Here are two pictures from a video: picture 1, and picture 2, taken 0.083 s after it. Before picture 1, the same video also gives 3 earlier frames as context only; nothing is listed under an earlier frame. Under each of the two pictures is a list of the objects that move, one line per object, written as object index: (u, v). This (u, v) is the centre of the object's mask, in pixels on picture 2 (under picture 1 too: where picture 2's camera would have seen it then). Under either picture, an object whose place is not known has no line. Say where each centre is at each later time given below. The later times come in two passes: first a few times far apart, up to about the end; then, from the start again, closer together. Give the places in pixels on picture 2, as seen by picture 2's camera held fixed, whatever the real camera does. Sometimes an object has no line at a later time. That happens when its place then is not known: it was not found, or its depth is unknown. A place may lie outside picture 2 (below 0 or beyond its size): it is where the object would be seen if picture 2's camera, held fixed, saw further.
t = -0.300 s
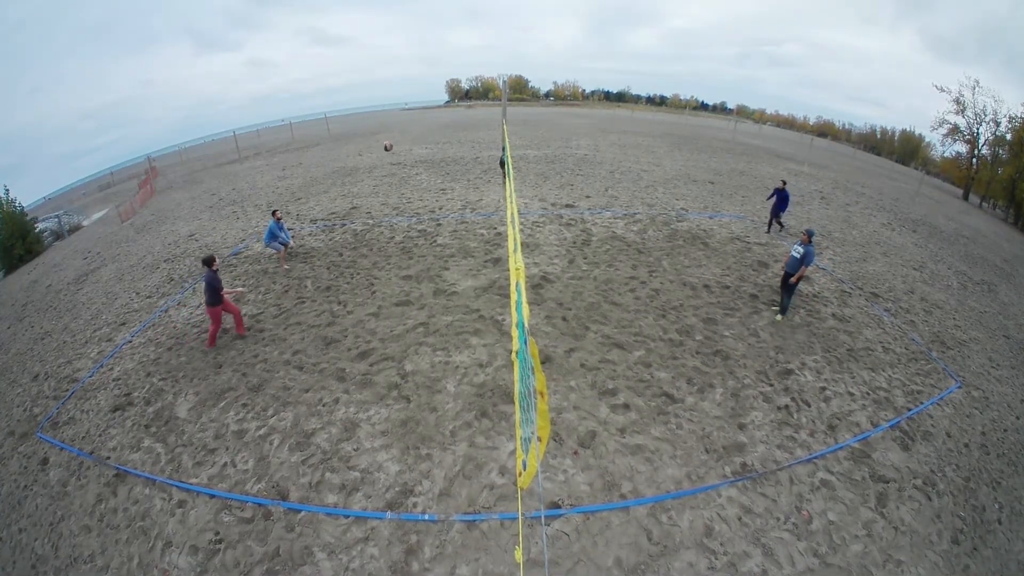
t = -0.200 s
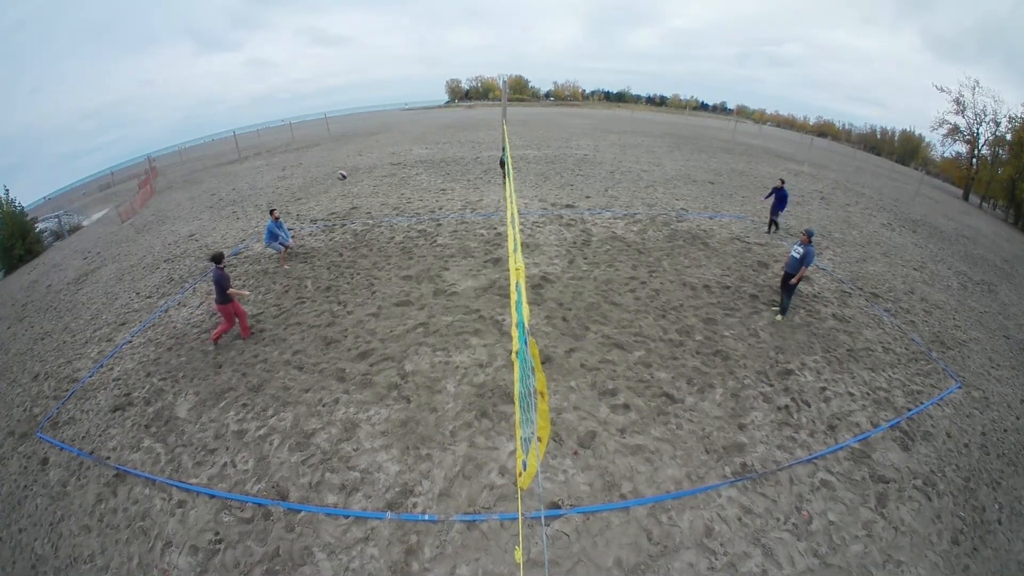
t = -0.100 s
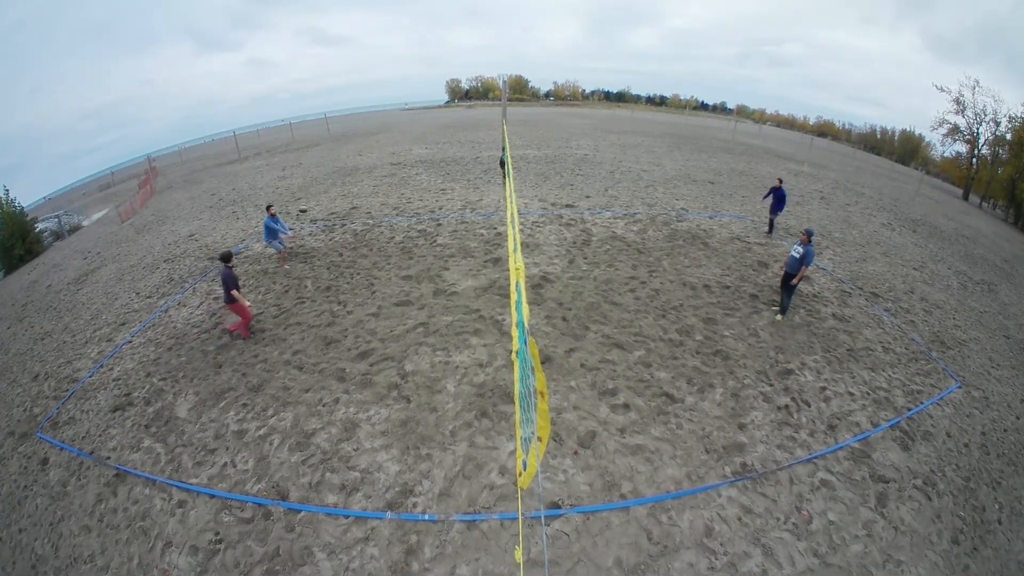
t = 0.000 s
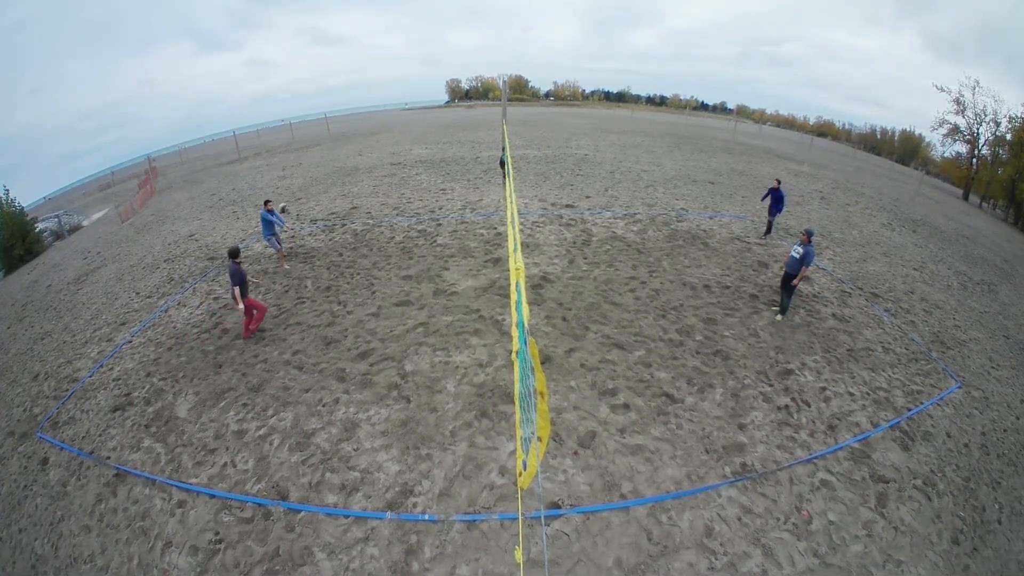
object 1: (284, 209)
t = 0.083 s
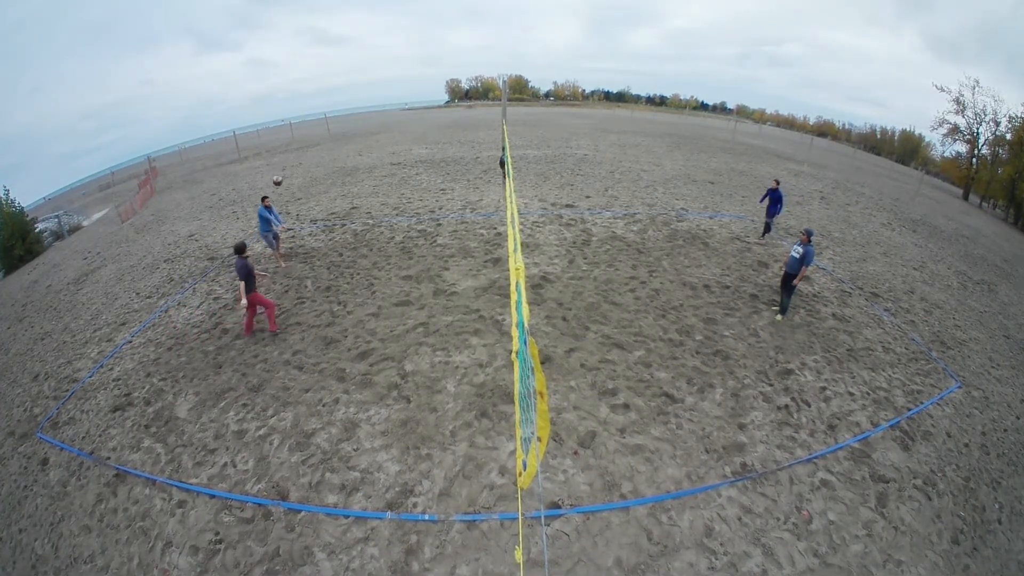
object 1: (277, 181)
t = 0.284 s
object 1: (269, 121)
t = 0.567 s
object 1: (267, 57)
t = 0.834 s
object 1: (273, 31)
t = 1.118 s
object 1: (287, 51)
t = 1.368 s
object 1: (311, 122)
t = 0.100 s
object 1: (276, 176)
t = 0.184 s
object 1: (273, 150)
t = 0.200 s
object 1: (272, 145)
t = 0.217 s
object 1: (272, 140)
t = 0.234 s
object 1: (271, 135)
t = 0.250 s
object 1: (270, 131)
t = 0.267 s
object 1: (270, 125)
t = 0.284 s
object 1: (269, 121)
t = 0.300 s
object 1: (269, 116)
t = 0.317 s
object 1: (268, 112)
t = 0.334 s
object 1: (268, 107)
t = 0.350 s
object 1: (268, 103)
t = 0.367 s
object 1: (267, 98)
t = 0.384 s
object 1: (267, 94)
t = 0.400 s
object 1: (267, 90)
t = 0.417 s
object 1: (267, 86)
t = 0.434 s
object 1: (267, 83)
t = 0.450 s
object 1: (267, 79)
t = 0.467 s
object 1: (267, 76)
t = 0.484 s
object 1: (267, 72)
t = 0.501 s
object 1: (267, 69)
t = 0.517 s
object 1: (267, 66)
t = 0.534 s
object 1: (267, 62)
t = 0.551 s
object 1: (267, 59)
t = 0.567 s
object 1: (267, 57)
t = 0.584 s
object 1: (267, 54)
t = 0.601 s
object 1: (267, 51)
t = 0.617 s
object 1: (268, 49)
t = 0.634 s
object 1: (268, 46)
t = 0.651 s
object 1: (268, 44)
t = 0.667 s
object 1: (268, 42)
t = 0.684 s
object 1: (269, 41)
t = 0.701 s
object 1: (269, 39)
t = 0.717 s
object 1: (269, 37)
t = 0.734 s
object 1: (270, 36)
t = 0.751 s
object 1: (270, 35)
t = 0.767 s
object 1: (271, 34)
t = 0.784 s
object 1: (271, 33)
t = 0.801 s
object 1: (272, 32)
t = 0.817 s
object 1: (273, 31)
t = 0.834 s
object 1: (273, 31)
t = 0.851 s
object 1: (274, 30)
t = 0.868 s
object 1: (274, 30)
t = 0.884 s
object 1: (275, 30)
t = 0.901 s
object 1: (275, 30)
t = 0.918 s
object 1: (276, 31)
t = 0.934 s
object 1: (277, 31)
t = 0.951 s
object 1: (277, 32)
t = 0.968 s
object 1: (278, 33)
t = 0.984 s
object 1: (279, 34)
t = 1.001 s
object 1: (280, 36)
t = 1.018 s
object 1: (280, 37)
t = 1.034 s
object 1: (282, 39)
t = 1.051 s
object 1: (283, 41)
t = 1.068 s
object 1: (284, 43)
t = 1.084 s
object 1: (285, 45)
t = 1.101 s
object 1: (286, 48)
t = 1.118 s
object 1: (287, 51)
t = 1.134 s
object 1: (288, 54)
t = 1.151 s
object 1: (289, 57)
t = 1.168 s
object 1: (290, 60)
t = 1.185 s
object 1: (292, 64)
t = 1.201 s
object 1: (293, 68)
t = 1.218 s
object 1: (294, 72)
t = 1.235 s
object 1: (296, 77)
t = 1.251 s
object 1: (297, 81)
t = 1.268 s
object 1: (299, 87)
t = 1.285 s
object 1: (301, 92)
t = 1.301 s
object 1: (302, 98)
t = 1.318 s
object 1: (304, 103)
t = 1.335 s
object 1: (306, 110)
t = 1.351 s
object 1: (308, 115)
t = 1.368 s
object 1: (311, 122)
